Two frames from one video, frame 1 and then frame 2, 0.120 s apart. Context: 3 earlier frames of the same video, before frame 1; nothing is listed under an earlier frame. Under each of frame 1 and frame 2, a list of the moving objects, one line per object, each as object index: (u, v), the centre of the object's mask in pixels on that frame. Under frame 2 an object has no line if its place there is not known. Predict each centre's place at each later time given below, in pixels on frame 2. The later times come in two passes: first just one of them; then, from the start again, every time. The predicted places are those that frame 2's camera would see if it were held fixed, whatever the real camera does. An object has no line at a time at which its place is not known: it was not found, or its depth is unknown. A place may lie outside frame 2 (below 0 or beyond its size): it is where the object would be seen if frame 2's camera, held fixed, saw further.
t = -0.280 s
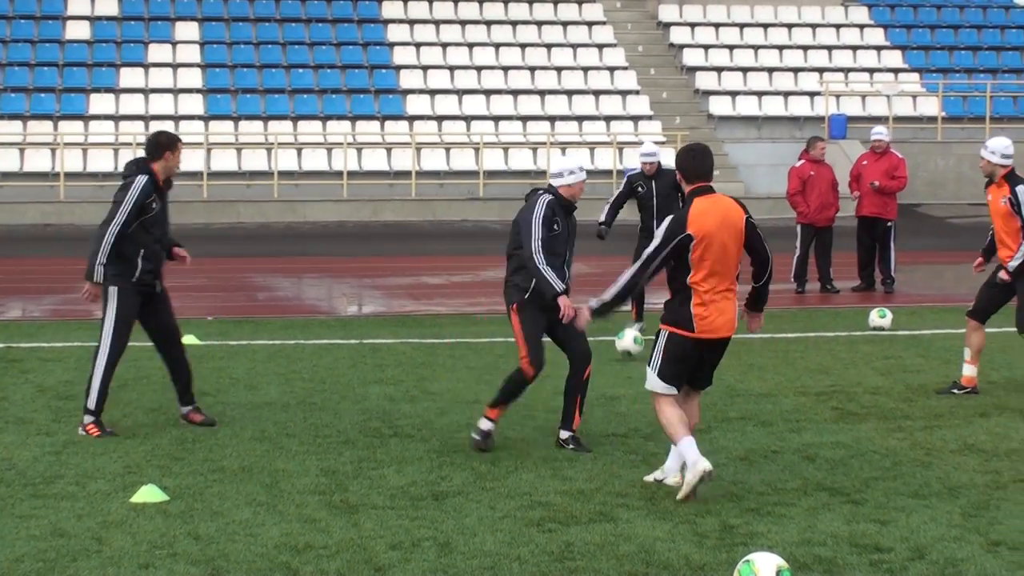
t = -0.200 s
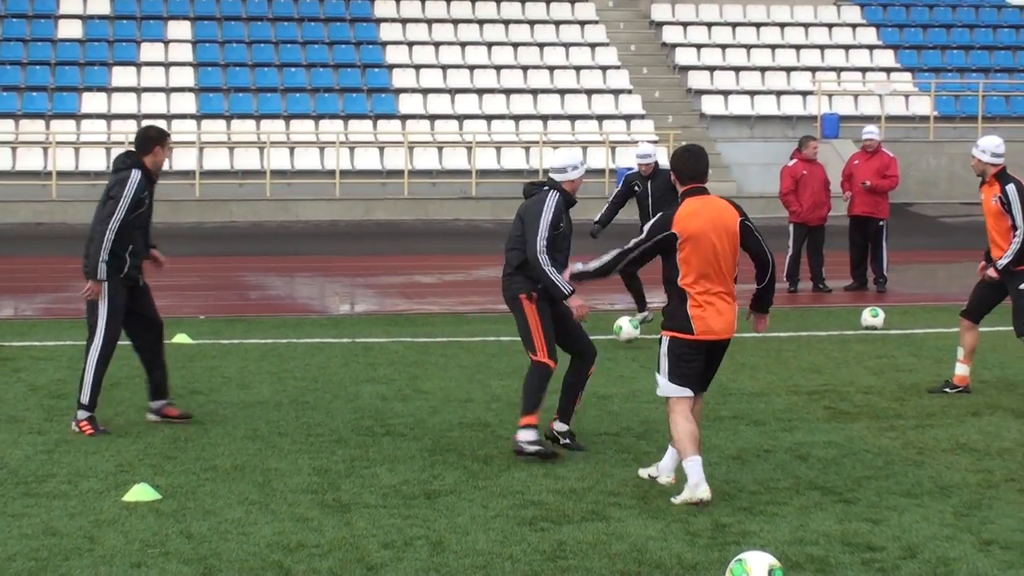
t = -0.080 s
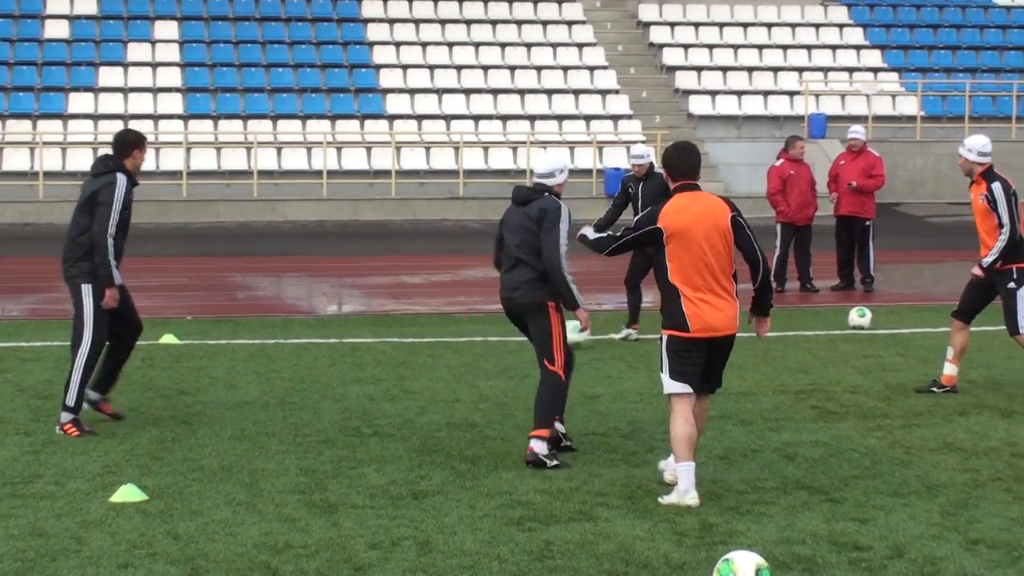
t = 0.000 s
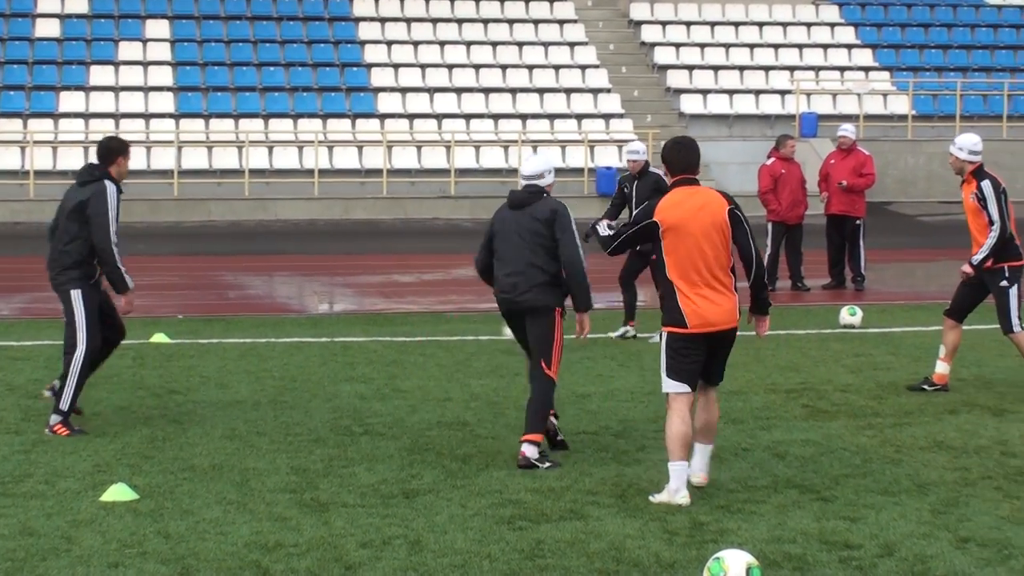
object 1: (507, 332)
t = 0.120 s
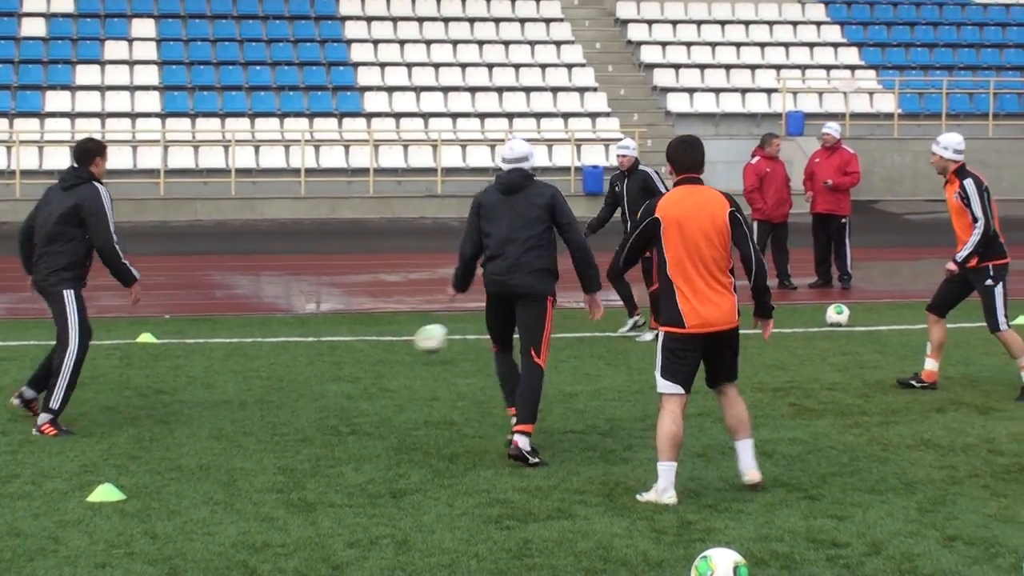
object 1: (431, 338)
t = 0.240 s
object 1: (353, 356)
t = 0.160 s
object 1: (405, 345)
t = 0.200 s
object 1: (377, 356)
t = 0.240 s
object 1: (353, 356)
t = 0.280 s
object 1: (326, 357)
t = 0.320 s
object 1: (301, 360)
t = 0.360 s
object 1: (272, 364)
